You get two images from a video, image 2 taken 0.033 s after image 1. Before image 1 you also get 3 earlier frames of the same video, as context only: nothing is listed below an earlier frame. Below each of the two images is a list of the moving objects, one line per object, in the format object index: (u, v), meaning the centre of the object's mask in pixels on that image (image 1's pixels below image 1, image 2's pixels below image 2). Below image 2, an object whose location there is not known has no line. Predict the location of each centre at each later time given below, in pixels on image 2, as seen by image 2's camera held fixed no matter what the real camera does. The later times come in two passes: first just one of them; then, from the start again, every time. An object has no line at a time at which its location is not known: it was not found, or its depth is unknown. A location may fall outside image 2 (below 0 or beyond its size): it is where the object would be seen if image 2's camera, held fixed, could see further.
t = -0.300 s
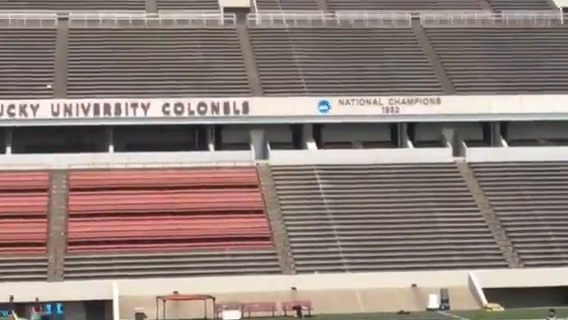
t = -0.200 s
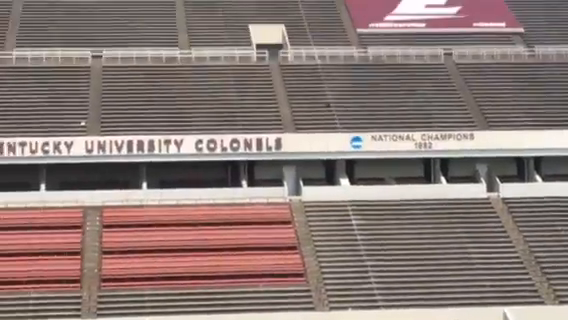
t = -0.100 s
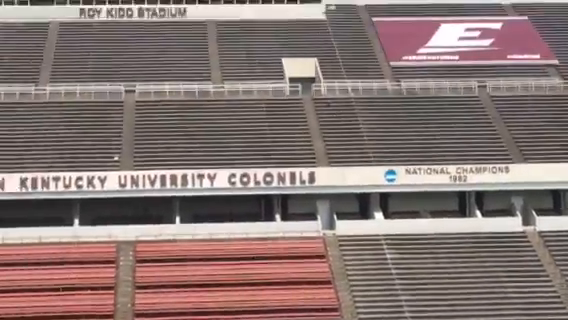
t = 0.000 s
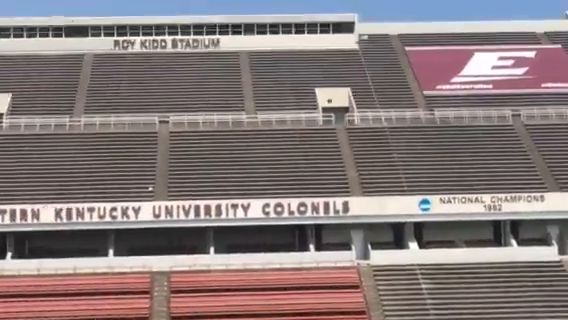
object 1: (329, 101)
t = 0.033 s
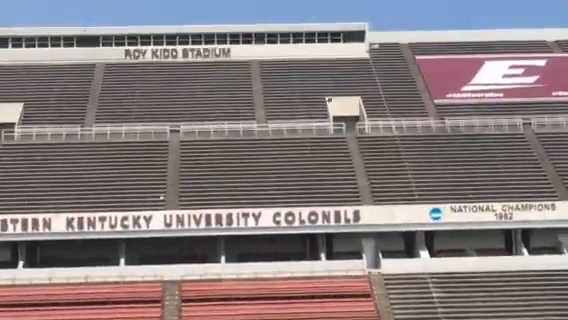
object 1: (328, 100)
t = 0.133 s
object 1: (299, 74)
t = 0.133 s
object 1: (299, 74)
